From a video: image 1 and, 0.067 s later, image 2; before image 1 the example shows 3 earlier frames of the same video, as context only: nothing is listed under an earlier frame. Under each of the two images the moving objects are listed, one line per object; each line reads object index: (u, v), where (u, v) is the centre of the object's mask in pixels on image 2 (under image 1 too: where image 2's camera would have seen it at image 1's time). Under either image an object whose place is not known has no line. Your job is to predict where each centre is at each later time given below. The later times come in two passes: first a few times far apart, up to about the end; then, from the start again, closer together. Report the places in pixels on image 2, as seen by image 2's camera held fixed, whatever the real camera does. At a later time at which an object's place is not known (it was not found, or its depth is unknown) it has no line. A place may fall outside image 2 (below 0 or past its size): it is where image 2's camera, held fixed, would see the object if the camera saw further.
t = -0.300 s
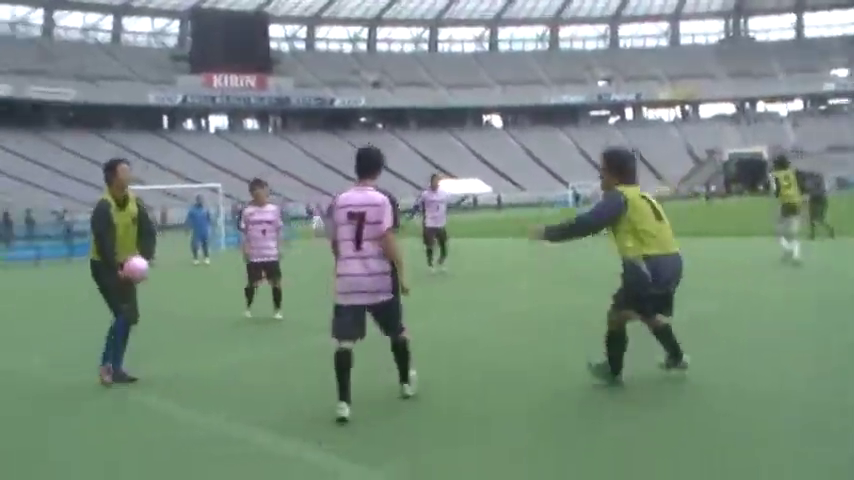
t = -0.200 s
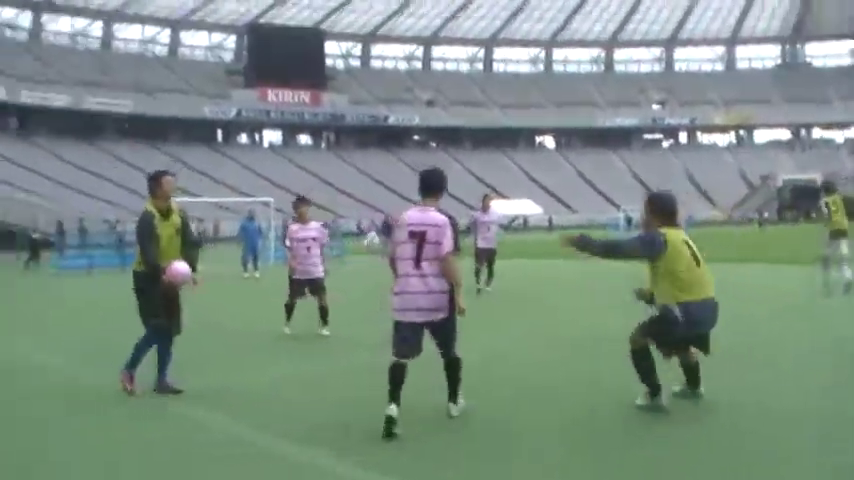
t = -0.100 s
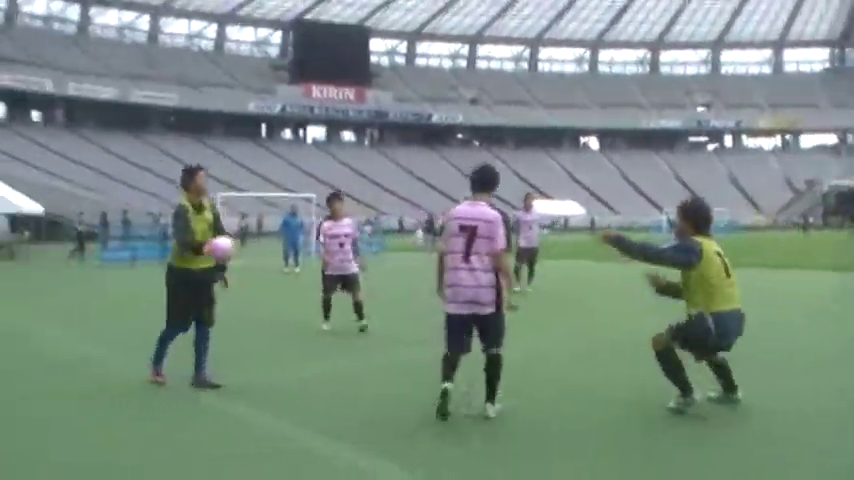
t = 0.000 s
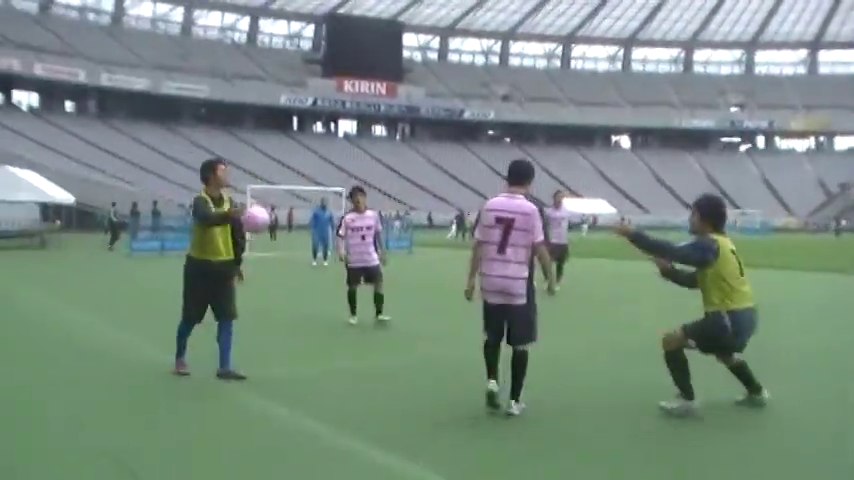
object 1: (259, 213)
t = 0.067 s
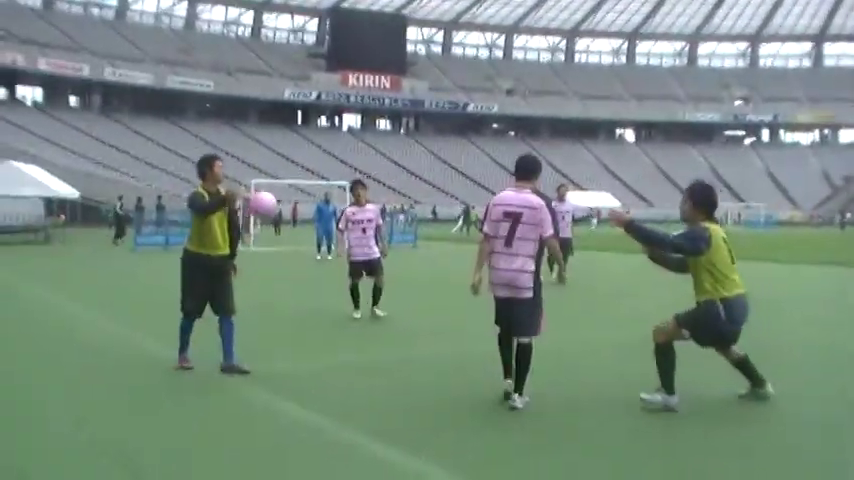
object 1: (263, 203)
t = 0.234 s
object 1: (273, 208)
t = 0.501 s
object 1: (292, 311)
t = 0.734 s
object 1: (316, 386)
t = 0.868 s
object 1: (329, 362)
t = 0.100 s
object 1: (265, 201)
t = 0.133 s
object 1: (267, 201)
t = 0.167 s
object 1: (268, 202)
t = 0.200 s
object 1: (271, 205)
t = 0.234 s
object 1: (273, 208)
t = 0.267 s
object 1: (275, 216)
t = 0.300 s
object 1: (278, 225)
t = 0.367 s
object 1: (283, 246)
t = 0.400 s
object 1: (285, 259)
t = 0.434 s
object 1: (288, 275)
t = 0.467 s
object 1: (289, 291)
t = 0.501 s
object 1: (292, 311)
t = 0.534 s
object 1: (295, 332)
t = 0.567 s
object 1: (298, 356)
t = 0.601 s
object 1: (300, 382)
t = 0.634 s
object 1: (305, 410)
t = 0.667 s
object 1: (308, 408)
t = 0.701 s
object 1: (312, 397)
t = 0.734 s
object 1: (316, 386)
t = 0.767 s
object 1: (319, 378)
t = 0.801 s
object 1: (323, 372)
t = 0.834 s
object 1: (325, 365)
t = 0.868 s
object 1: (329, 362)
